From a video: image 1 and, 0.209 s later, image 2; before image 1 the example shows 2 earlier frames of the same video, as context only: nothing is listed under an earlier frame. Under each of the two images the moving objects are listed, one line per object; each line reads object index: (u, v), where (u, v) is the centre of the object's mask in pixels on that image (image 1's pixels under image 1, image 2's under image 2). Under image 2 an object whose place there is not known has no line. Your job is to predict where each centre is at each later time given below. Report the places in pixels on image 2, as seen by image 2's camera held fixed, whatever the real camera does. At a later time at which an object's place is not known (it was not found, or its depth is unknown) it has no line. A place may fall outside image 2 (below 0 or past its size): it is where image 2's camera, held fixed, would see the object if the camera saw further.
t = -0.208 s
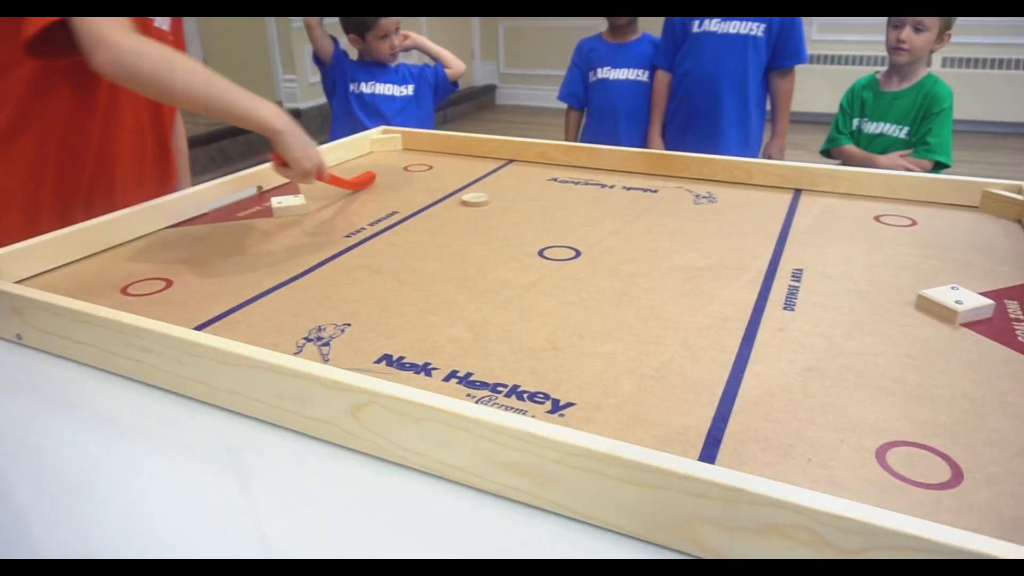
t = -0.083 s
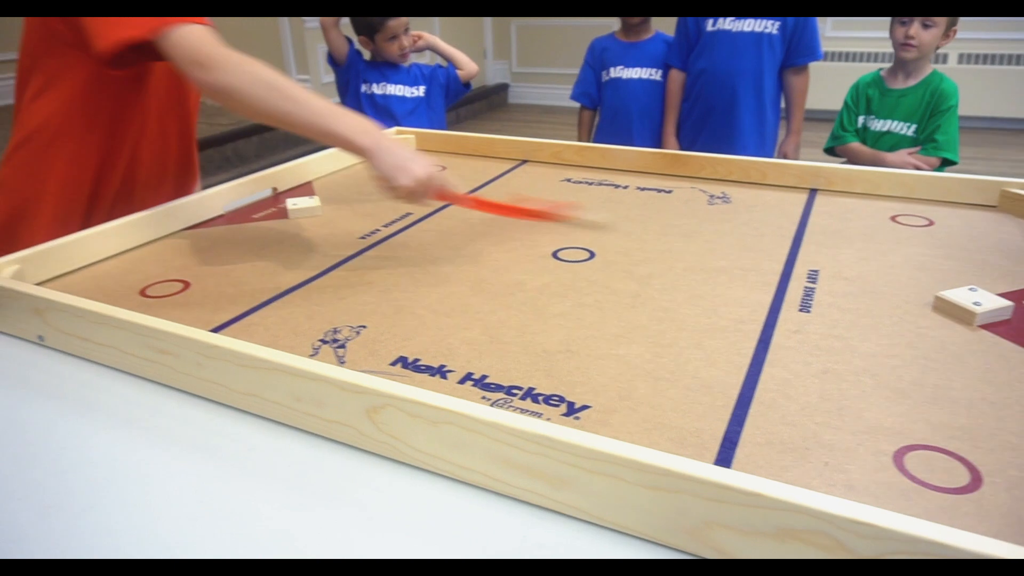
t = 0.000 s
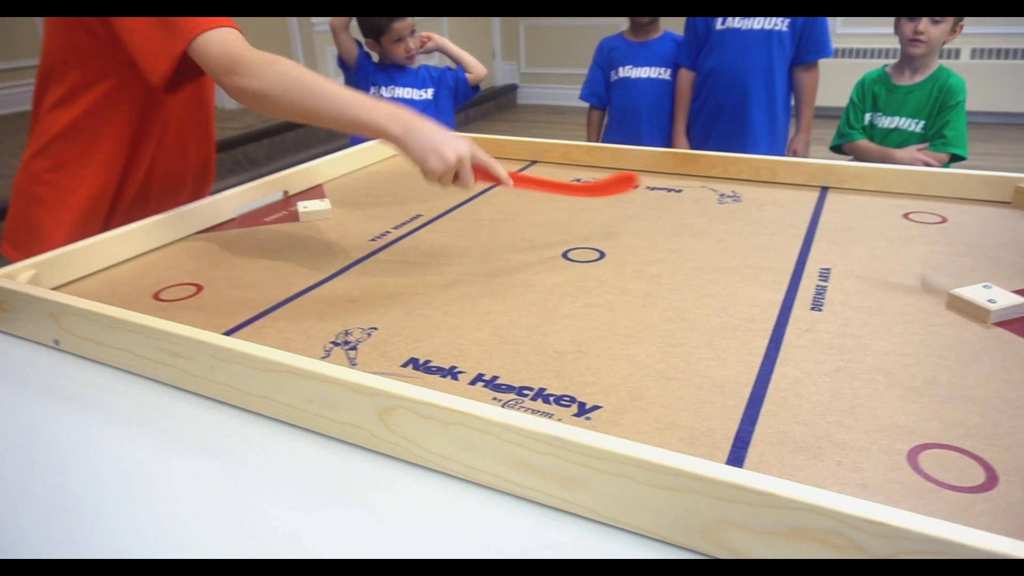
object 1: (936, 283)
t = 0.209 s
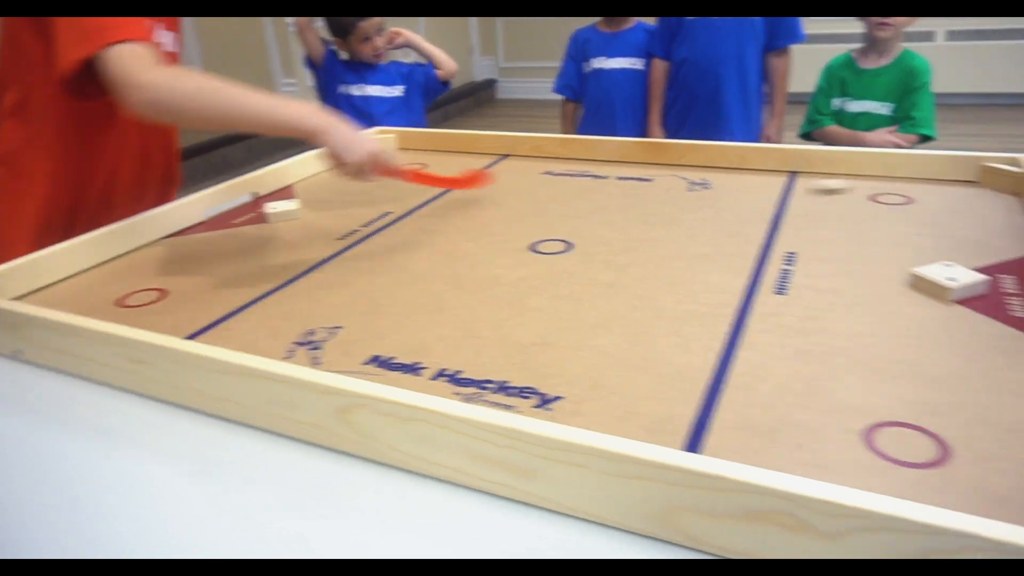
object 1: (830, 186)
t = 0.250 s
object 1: (810, 193)
